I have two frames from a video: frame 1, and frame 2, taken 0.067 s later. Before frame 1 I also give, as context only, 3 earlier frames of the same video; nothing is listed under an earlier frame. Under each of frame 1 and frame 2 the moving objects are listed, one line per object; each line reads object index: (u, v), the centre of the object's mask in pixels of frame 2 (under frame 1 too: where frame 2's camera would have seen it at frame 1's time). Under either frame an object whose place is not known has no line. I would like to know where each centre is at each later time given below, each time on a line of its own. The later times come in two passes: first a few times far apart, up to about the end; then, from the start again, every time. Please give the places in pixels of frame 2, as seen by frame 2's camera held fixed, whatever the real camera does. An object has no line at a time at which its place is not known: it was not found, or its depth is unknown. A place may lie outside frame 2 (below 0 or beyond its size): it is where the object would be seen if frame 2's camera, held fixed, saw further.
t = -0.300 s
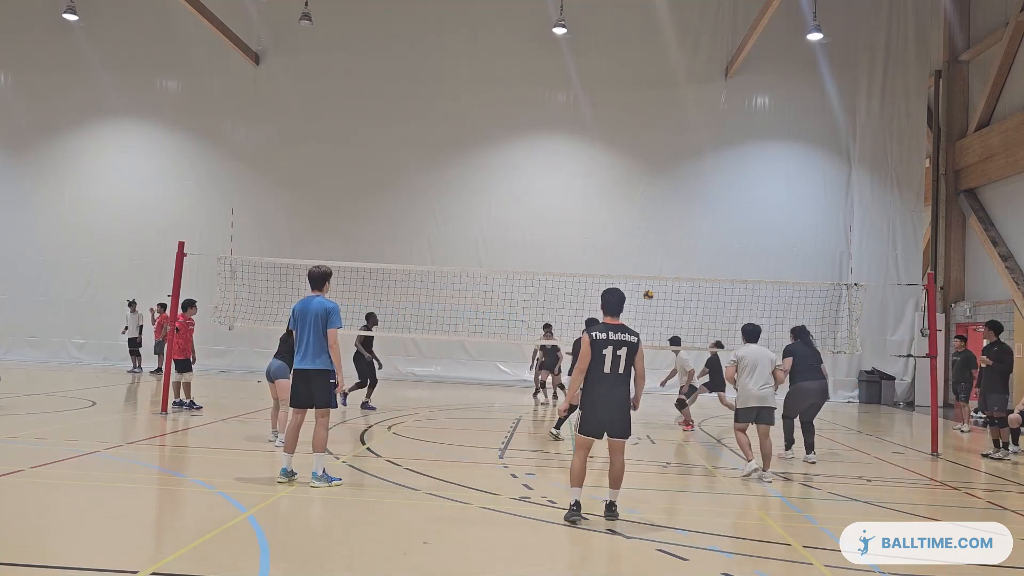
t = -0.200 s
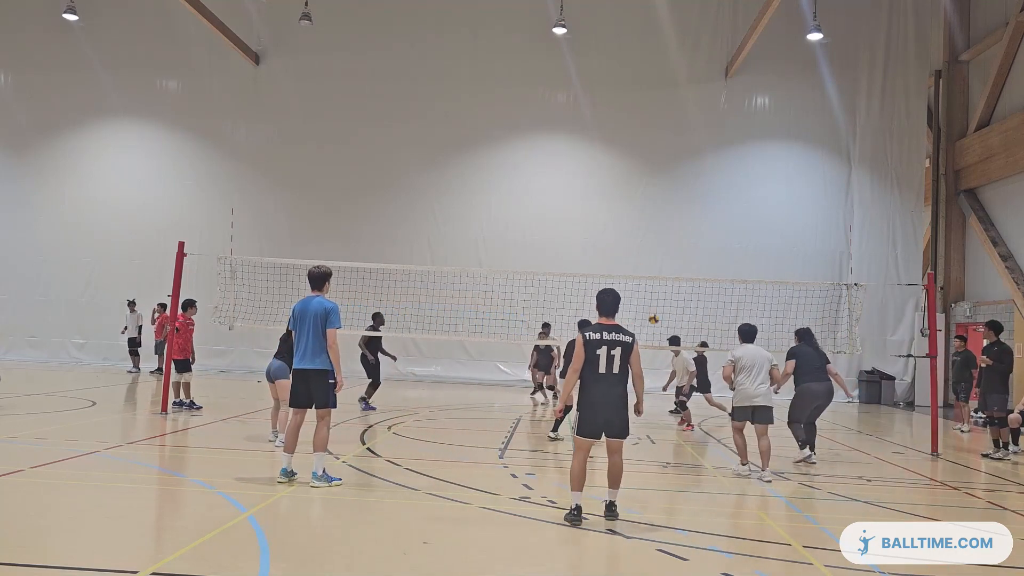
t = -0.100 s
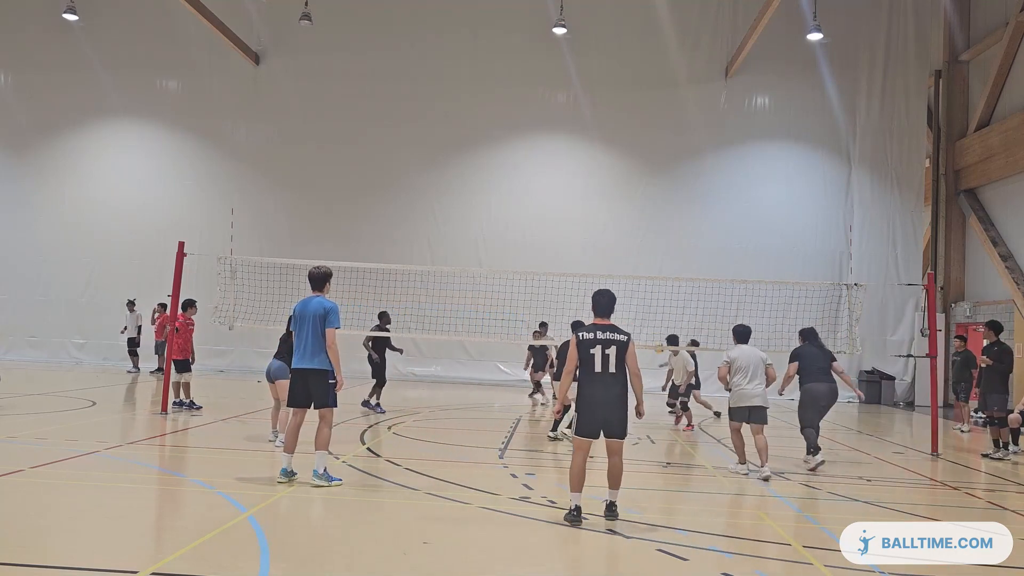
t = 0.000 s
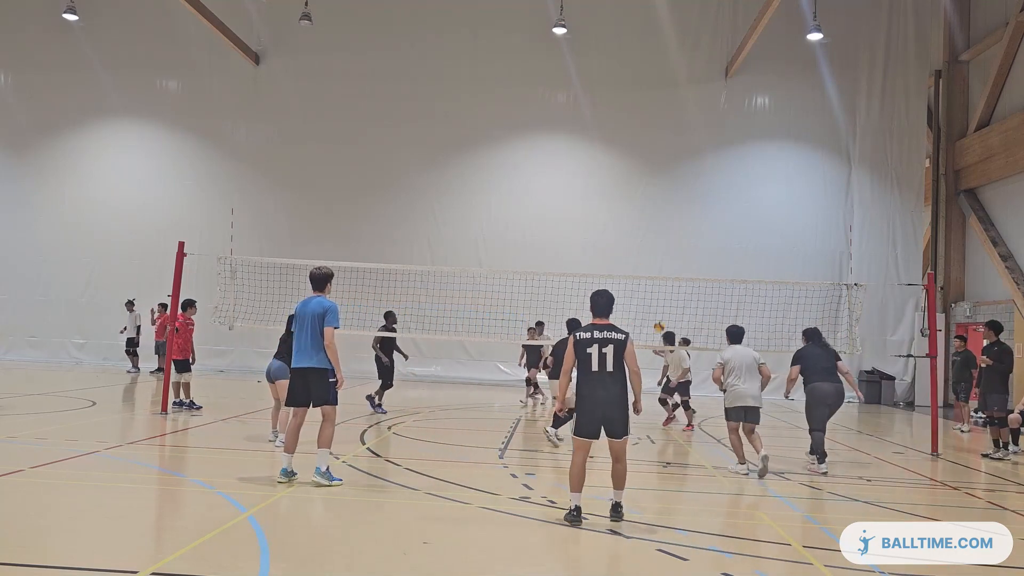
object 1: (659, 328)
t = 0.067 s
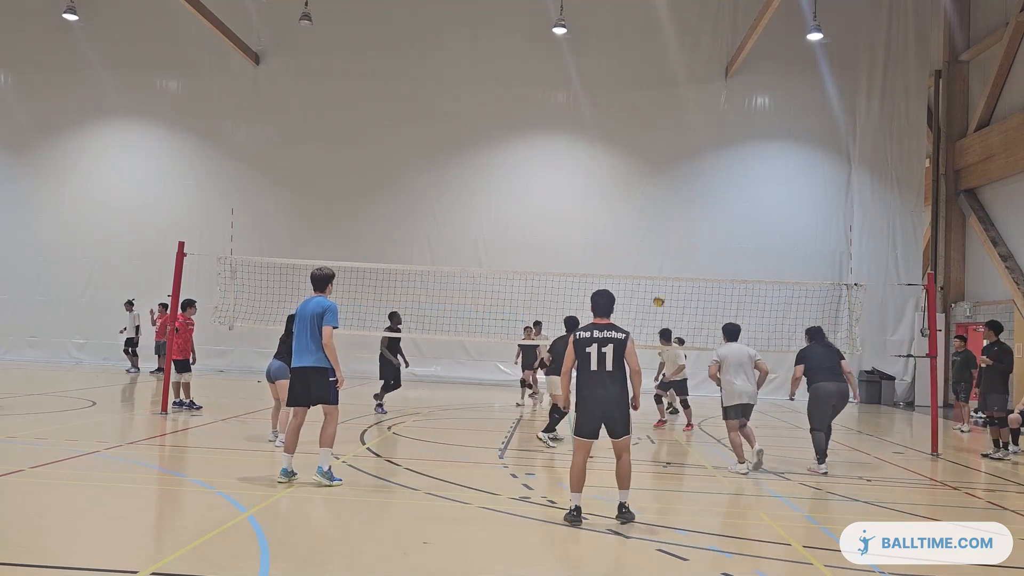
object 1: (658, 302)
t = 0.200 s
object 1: (658, 254)
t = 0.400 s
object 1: (656, 193)
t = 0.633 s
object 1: (655, 139)
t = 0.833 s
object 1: (652, 115)
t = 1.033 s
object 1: (650, 119)
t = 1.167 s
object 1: (647, 144)
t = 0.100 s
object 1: (658, 289)
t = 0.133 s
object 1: (659, 274)
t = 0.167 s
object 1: (658, 266)
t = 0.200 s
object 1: (658, 254)
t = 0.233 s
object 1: (658, 243)
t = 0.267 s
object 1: (657, 232)
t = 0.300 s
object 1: (657, 222)
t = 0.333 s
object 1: (657, 212)
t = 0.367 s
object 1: (657, 202)
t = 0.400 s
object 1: (656, 193)
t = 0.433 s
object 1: (656, 183)
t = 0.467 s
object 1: (656, 175)
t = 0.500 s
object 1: (656, 167)
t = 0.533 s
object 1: (656, 159)
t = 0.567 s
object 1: (656, 152)
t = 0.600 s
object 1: (655, 145)
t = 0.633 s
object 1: (655, 139)
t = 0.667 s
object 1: (655, 134)
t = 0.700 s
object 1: (654, 128)
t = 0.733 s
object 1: (654, 124)
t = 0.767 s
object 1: (653, 120)
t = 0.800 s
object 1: (652, 117)
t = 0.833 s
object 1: (652, 115)
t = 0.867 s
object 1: (652, 113)
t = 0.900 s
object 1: (651, 112)
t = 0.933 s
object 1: (651, 113)
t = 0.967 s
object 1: (651, 114)
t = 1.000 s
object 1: (650, 116)
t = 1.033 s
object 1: (650, 119)
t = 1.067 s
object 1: (649, 123)
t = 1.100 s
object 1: (649, 129)
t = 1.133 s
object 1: (648, 136)
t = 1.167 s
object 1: (647, 144)
